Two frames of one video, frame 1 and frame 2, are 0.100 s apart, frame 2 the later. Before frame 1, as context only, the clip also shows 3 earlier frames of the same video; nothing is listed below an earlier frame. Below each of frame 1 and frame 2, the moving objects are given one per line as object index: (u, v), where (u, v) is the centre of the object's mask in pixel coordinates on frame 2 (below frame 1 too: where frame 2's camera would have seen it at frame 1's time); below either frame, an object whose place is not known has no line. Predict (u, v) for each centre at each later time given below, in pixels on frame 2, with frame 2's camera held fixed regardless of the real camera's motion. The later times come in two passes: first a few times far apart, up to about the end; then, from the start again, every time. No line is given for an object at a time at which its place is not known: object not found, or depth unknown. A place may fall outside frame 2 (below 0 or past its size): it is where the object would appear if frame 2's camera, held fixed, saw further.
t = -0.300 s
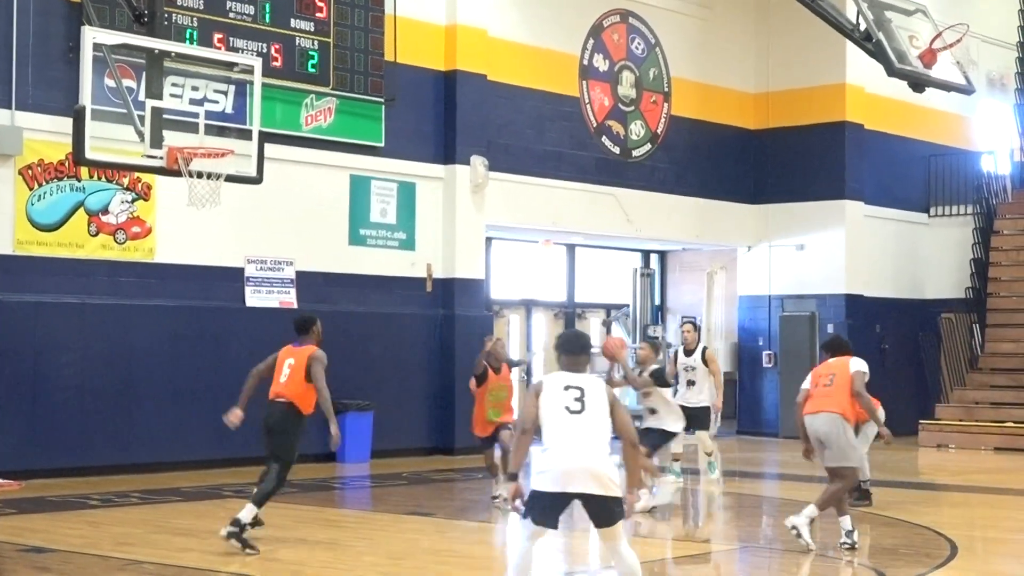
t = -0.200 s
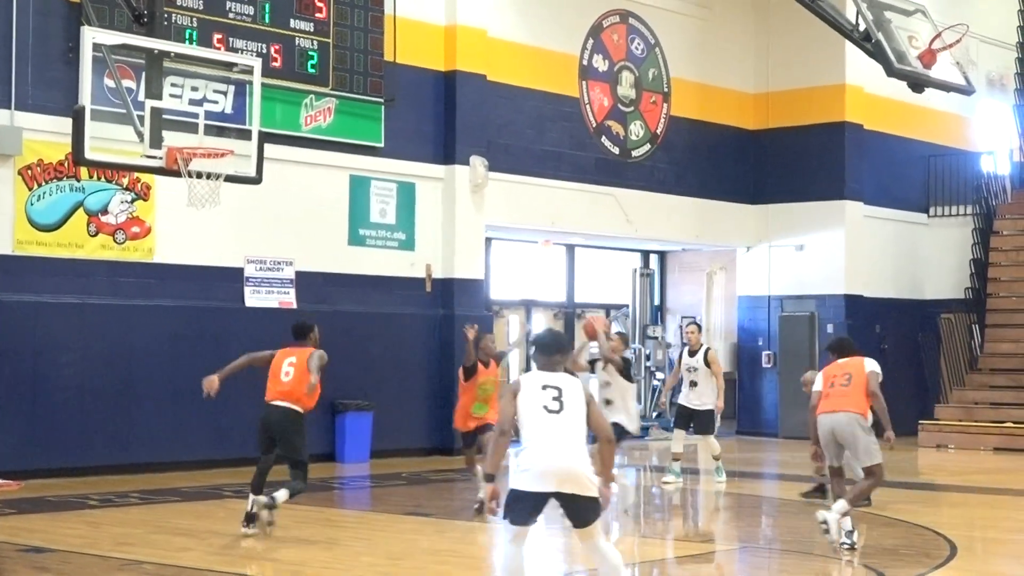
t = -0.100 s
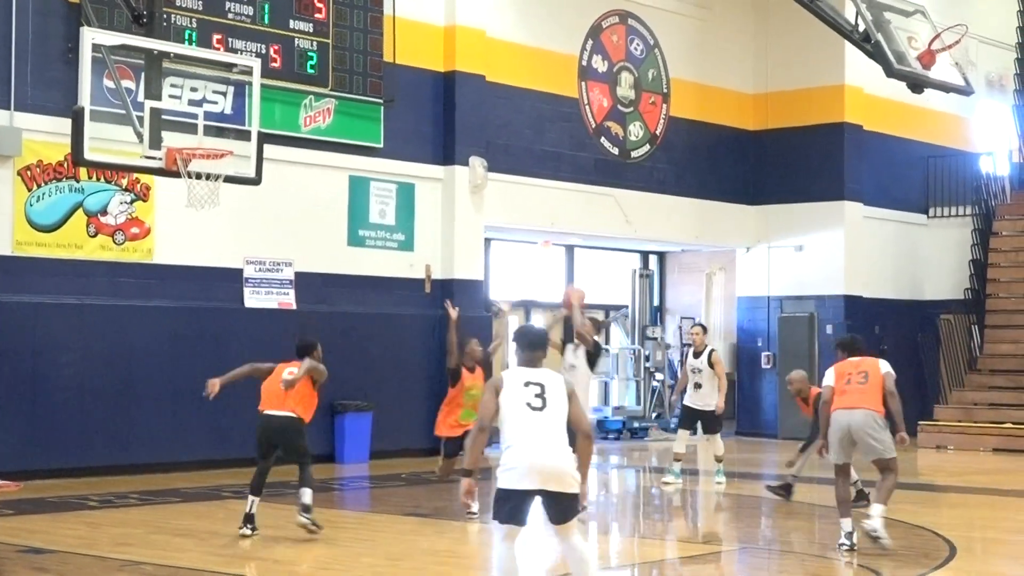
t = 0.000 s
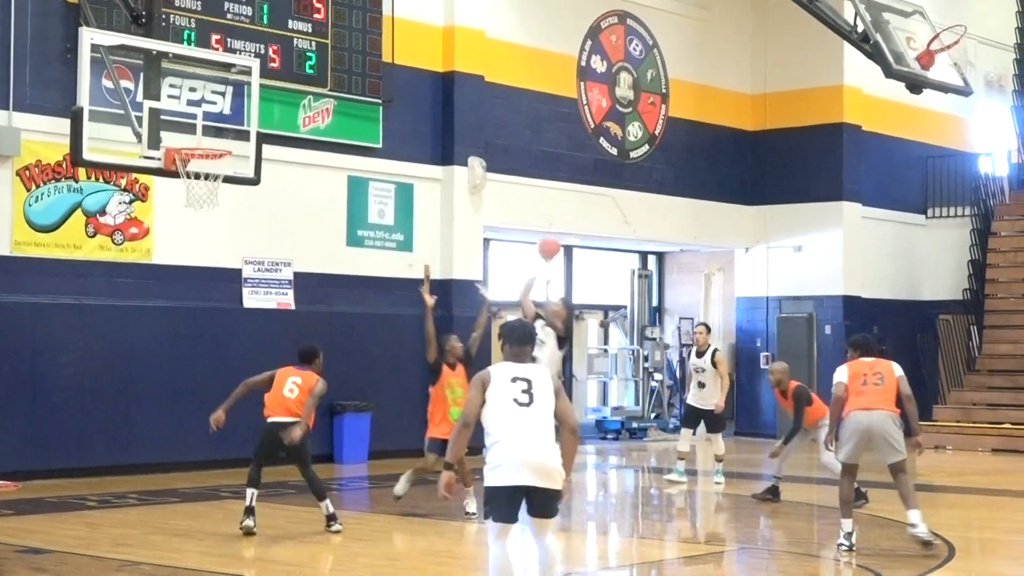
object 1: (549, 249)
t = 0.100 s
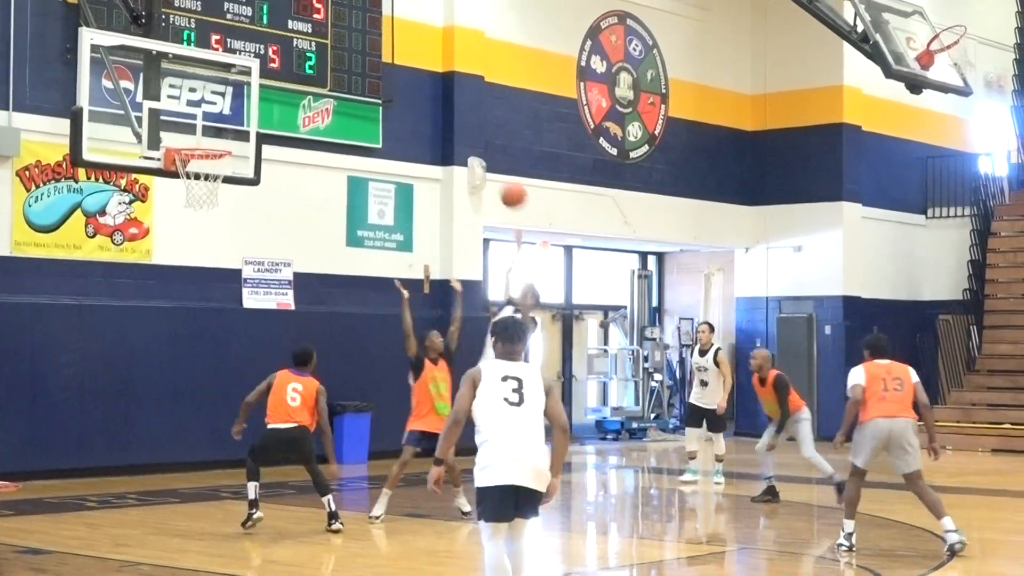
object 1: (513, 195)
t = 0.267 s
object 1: (450, 124)
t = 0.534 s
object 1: (347, 71)
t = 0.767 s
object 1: (253, 88)
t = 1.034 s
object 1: (201, 108)
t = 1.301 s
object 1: (254, 71)
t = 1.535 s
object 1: (302, 109)
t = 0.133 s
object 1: (501, 176)
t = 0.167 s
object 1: (489, 162)
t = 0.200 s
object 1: (476, 148)
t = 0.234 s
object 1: (463, 136)
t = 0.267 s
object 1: (450, 124)
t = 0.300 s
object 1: (437, 114)
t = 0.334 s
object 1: (425, 104)
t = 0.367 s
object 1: (412, 95)
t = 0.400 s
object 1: (399, 88)
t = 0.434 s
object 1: (386, 82)
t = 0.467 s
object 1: (374, 78)
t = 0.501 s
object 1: (360, 73)
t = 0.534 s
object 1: (347, 71)
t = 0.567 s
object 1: (334, 70)
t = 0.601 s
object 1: (321, 70)
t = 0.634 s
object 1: (307, 71)
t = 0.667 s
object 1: (293, 73)
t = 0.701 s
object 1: (280, 76)
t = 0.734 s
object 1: (267, 81)
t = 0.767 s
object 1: (253, 88)
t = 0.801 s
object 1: (239, 95)
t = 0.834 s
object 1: (225, 105)
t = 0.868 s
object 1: (211, 117)
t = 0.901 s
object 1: (198, 127)
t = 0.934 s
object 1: (184, 137)
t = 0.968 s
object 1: (188, 129)
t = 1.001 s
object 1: (195, 119)
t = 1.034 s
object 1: (201, 108)
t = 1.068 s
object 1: (208, 99)
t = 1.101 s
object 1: (215, 90)
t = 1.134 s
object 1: (222, 84)
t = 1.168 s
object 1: (228, 79)
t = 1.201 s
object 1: (234, 75)
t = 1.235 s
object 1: (242, 72)
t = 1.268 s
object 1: (248, 72)
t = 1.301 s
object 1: (254, 71)
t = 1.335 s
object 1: (262, 73)
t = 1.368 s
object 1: (269, 75)
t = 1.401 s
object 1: (275, 79)
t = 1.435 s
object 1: (282, 84)
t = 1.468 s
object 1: (289, 92)
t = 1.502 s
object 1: (295, 99)
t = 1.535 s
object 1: (302, 109)
